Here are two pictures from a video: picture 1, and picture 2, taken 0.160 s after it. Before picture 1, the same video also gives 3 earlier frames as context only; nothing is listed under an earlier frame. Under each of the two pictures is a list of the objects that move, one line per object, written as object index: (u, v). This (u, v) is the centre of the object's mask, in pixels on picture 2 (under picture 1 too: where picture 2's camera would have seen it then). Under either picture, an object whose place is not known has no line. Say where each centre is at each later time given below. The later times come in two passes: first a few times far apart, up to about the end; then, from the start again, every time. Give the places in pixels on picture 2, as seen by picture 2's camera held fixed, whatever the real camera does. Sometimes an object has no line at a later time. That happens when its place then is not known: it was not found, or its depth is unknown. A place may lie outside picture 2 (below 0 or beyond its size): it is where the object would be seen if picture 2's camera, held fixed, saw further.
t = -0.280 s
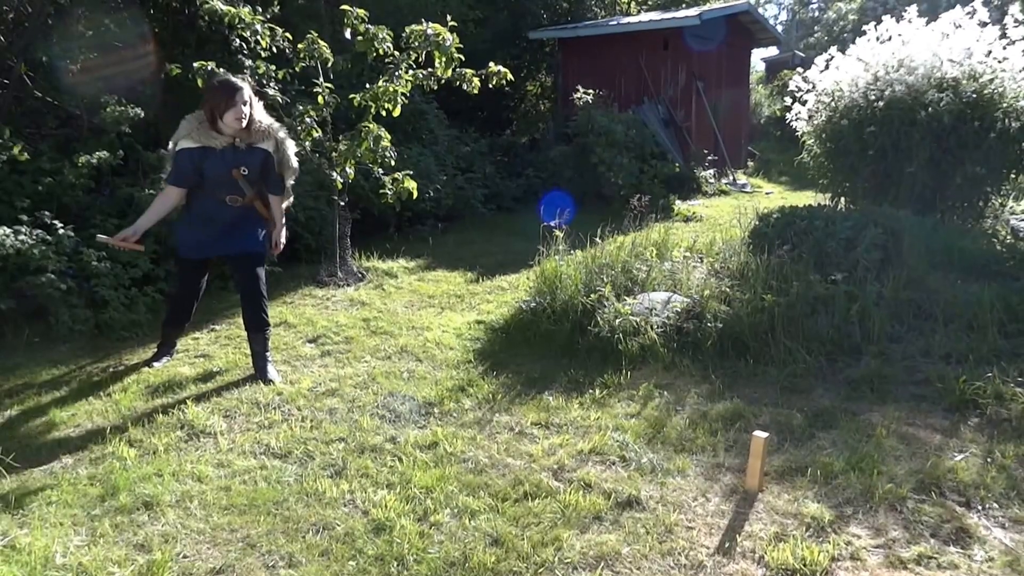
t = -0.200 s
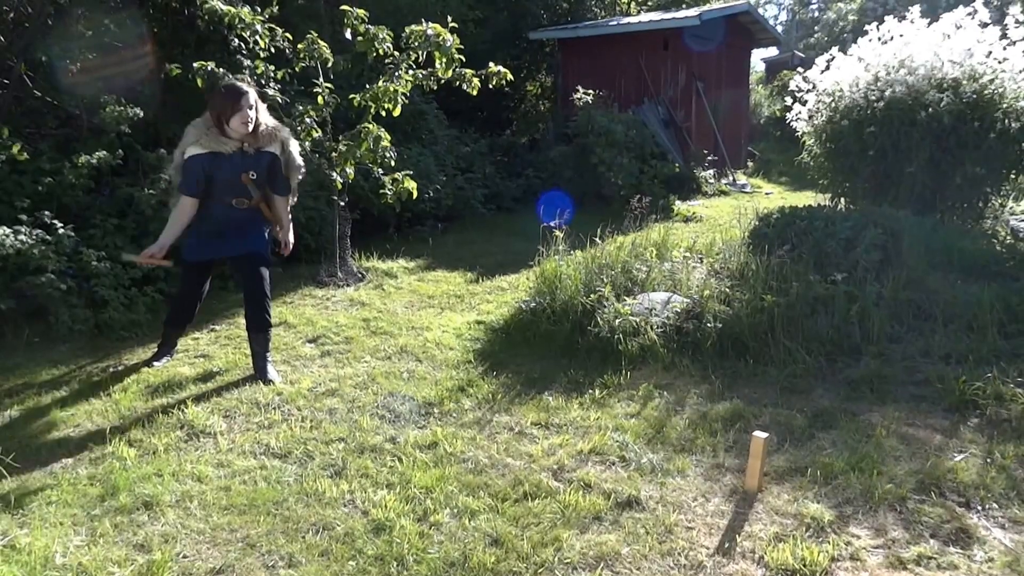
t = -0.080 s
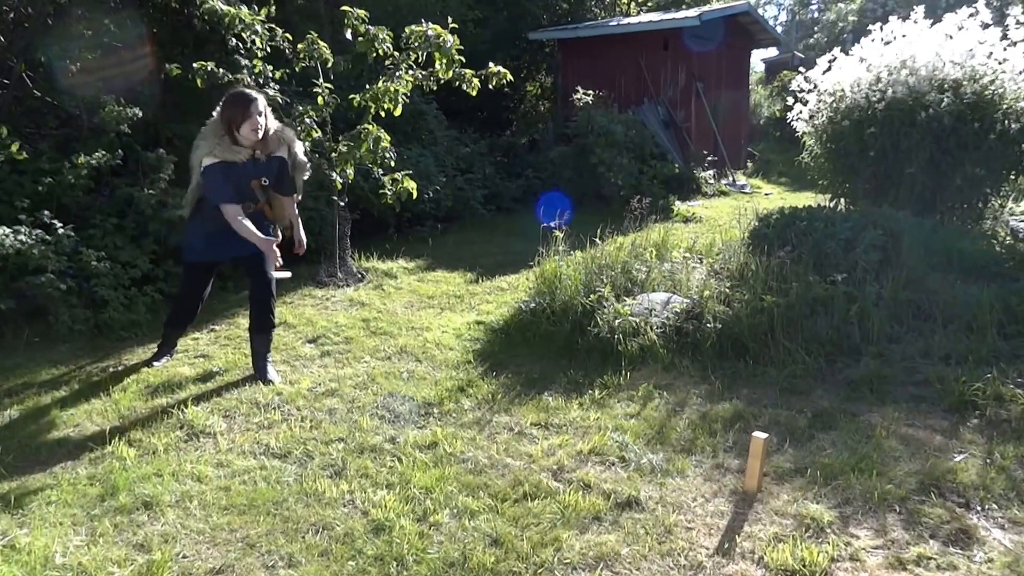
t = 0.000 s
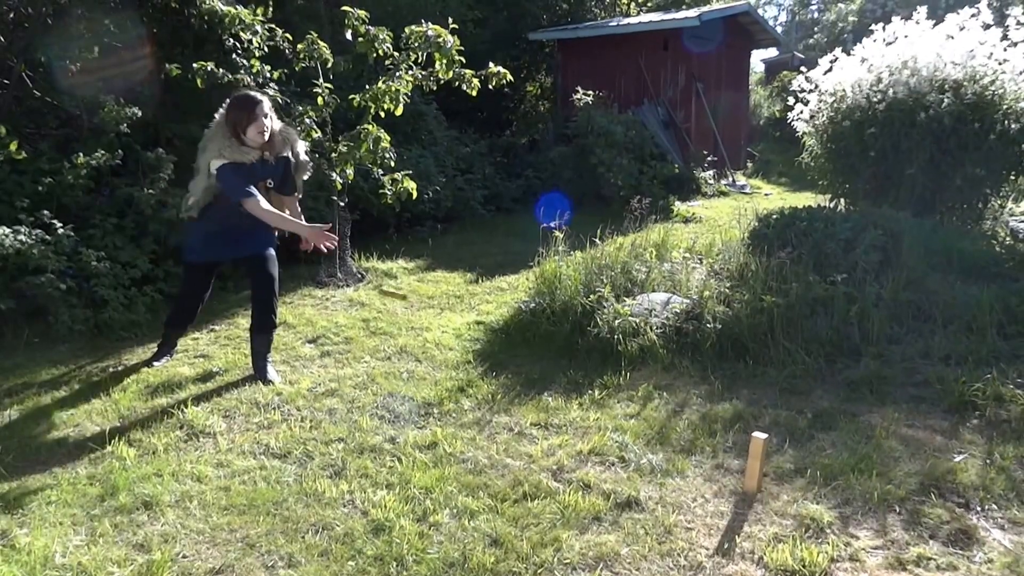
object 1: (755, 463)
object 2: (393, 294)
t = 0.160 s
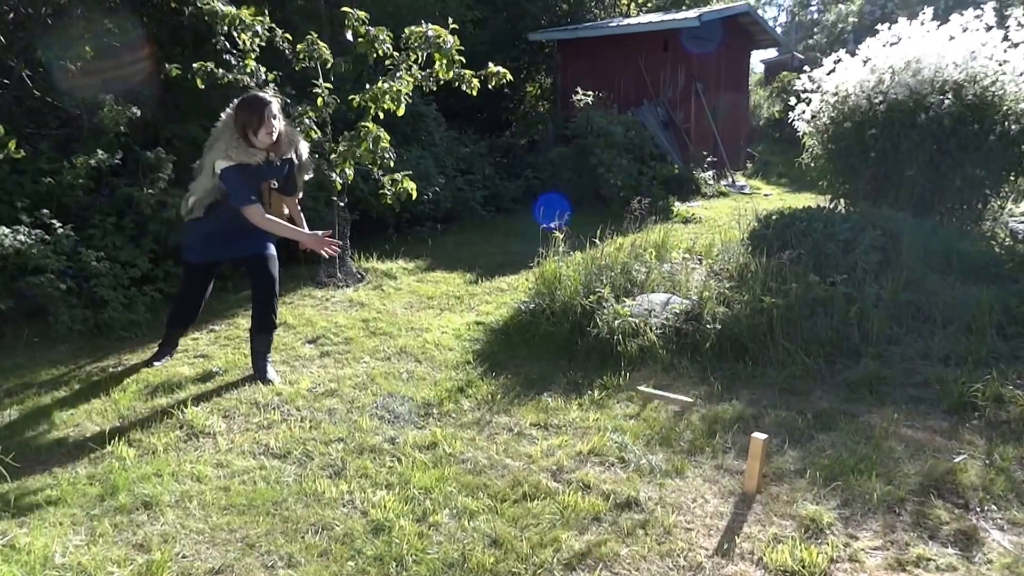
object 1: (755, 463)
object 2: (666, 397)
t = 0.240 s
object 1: (773, 467)
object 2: (805, 473)
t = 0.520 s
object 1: (928, 508)
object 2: (835, 428)
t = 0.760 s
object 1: (944, 522)
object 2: (843, 449)
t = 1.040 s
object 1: (946, 524)
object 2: (850, 461)
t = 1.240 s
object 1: (946, 525)
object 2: (849, 461)
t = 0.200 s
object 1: (755, 463)
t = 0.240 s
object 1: (773, 467)
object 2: (805, 473)
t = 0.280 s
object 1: (795, 475)
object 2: (813, 469)
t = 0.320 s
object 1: (816, 483)
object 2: (816, 451)
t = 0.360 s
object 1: (840, 480)
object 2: (821, 438)
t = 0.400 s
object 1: (862, 482)
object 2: (826, 430)
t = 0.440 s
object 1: (883, 488)
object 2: (829, 424)
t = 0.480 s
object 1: (910, 497)
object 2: (832, 424)
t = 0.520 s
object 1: (928, 508)
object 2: (835, 428)
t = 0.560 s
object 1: (935, 514)
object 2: (838, 435)
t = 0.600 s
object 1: (938, 516)
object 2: (841, 448)
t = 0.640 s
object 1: (940, 517)
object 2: (839, 455)
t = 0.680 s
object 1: (942, 519)
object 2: (842, 451)
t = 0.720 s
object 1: (943, 520)
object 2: (843, 448)
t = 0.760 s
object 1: (944, 522)
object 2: (843, 449)
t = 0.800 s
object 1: (944, 524)
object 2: (846, 452)
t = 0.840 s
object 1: (945, 524)
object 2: (847, 459)
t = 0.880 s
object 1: (945, 524)
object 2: (850, 460)
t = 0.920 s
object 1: (946, 525)
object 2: (850, 460)
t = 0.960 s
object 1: (946, 524)
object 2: (850, 461)
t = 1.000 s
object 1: (946, 524)
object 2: (850, 461)
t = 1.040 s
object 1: (946, 524)
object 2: (850, 461)
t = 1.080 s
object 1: (946, 525)
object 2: (849, 461)
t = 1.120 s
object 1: (946, 525)
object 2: (849, 461)
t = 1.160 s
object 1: (946, 525)
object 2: (850, 461)
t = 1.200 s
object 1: (946, 525)
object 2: (849, 461)
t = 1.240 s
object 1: (946, 525)
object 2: (849, 461)
